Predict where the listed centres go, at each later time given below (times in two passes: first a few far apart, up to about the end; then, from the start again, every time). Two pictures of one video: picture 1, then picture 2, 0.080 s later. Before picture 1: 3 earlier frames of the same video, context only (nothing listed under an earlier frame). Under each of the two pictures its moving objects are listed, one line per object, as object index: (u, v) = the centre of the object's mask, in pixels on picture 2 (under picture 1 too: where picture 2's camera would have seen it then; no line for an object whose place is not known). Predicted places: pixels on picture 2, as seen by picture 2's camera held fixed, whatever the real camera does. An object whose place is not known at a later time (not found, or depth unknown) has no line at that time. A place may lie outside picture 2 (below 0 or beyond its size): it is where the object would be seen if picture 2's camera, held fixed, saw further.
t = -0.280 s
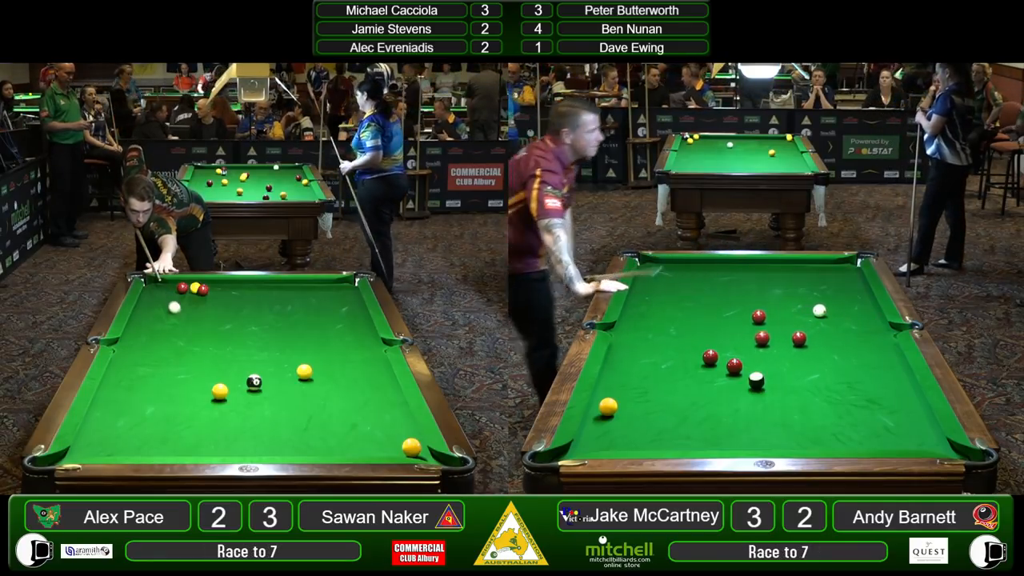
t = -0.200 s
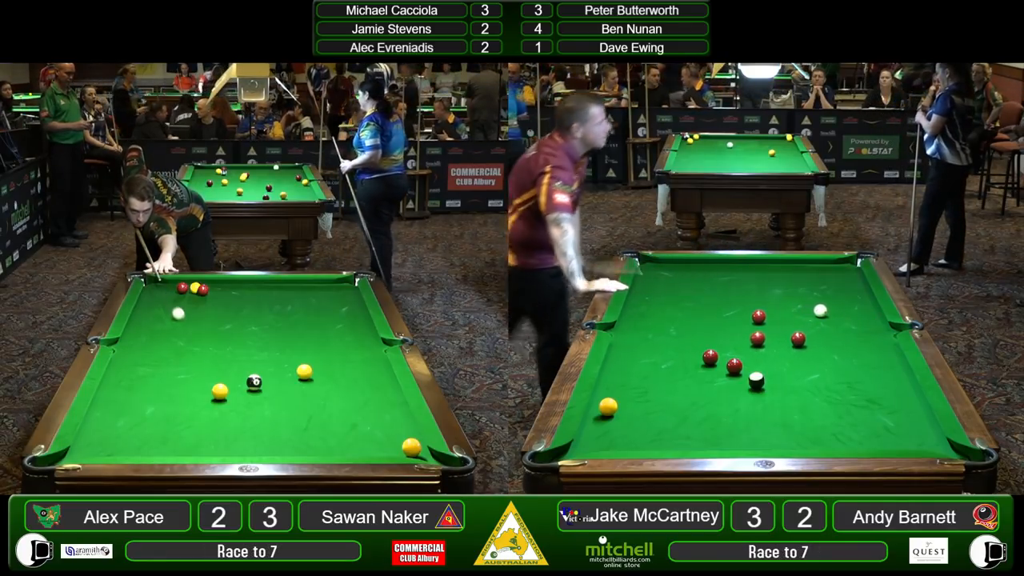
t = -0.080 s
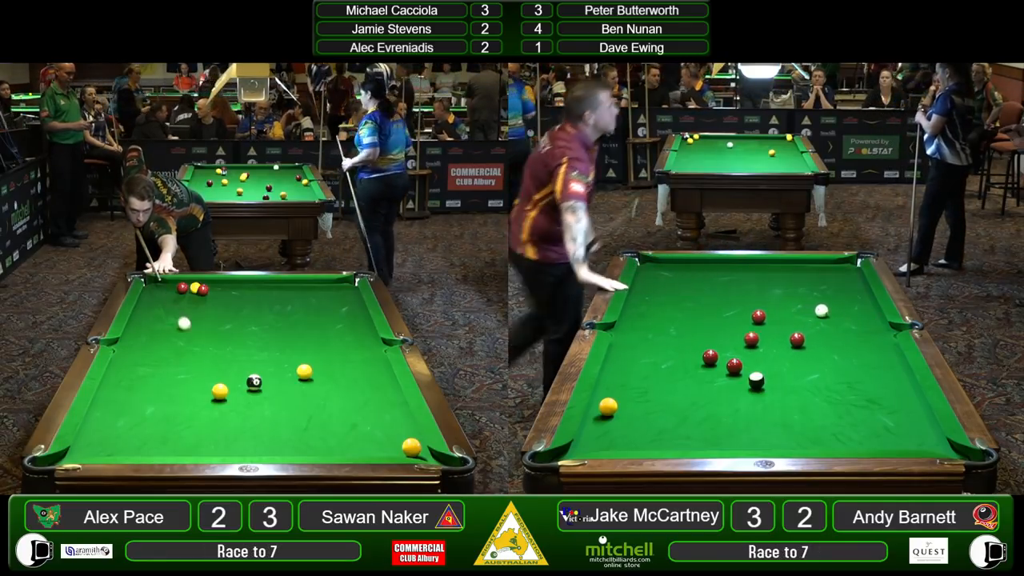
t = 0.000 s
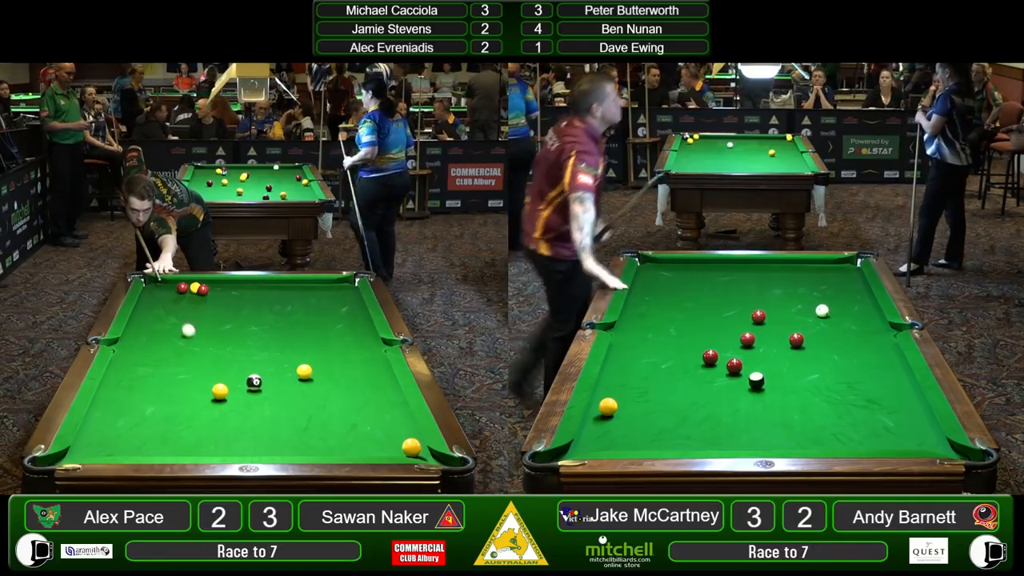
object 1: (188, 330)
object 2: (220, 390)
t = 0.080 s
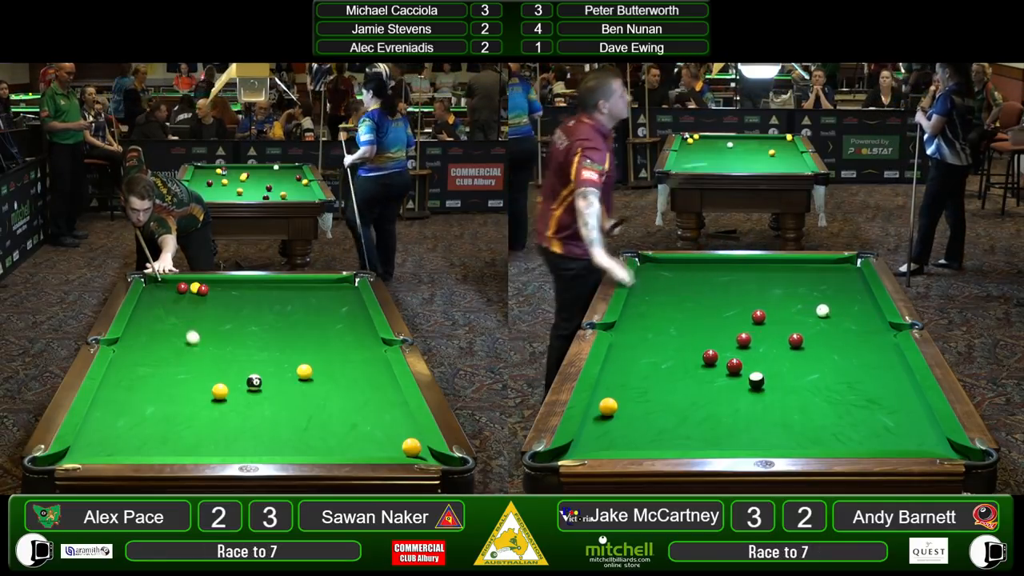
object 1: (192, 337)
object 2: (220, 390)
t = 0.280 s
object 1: (204, 357)
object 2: (220, 390)
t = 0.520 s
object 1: (220, 380)
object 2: (220, 391)
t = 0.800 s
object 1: (252, 392)
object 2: (211, 410)
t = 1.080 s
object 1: (283, 399)
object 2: (202, 431)
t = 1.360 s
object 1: (312, 405)
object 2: (193, 450)
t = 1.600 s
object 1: (336, 411)
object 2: (190, 443)
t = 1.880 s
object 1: (363, 417)
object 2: (188, 430)
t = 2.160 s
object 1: (387, 422)
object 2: (186, 420)
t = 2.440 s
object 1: (409, 427)
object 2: (185, 411)
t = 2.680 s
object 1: (403, 430)
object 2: (184, 405)
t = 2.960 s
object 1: (395, 433)
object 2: (183, 399)
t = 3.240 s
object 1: (390, 434)
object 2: (182, 395)
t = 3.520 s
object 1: (387, 435)
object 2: (181, 391)
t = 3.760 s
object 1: (386, 435)
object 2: (181, 389)
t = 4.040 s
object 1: (386, 435)
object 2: (182, 387)
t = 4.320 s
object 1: (386, 435)
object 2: (182, 386)
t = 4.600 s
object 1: (386, 435)
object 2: (182, 386)
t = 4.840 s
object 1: (386, 435)
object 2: (182, 386)
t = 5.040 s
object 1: (386, 435)
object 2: (182, 386)
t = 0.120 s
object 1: (195, 341)
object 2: (220, 390)
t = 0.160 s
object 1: (197, 345)
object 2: (220, 390)
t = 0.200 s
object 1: (199, 349)
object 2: (220, 390)
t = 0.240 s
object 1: (202, 352)
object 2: (220, 390)
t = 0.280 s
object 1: (204, 357)
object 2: (220, 390)
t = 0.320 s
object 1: (207, 361)
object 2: (220, 390)
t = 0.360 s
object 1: (209, 365)
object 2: (220, 390)
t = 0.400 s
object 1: (212, 369)
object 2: (220, 390)
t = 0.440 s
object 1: (215, 374)
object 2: (220, 391)
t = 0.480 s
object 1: (217, 377)
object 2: (220, 391)
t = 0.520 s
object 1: (220, 380)
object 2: (220, 391)
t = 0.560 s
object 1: (225, 384)
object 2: (219, 392)
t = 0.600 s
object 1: (229, 387)
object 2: (217, 395)
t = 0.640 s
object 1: (234, 387)
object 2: (216, 398)
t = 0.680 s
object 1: (238, 389)
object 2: (215, 401)
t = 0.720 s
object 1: (242, 390)
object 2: (213, 405)
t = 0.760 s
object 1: (247, 390)
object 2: (212, 407)
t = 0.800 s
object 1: (252, 392)
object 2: (211, 410)
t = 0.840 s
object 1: (256, 393)
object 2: (209, 413)
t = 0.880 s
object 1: (260, 394)
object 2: (208, 416)
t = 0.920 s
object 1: (265, 395)
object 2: (207, 419)
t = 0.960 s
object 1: (270, 396)
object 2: (206, 422)
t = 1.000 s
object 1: (274, 397)
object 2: (204, 425)
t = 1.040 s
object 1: (278, 398)
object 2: (203, 428)
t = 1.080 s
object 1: (283, 399)
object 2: (202, 431)
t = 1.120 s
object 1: (287, 399)
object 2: (200, 434)
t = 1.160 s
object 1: (291, 401)
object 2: (199, 437)
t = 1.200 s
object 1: (296, 402)
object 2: (198, 440)
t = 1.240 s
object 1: (300, 403)
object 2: (196, 444)
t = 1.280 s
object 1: (304, 403)
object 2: (195, 446)
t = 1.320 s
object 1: (308, 404)
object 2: (194, 448)
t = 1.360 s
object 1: (312, 405)
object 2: (193, 450)
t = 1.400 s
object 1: (316, 406)
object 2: (192, 451)
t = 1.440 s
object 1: (320, 407)
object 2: (191, 449)
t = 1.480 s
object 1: (325, 408)
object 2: (191, 448)
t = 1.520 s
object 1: (329, 409)
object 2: (191, 446)
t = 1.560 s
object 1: (332, 410)
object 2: (191, 445)
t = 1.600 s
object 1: (336, 411)
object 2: (190, 443)
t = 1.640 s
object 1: (340, 412)
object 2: (190, 441)
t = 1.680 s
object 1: (344, 413)
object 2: (190, 439)
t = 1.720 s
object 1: (347, 413)
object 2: (189, 437)
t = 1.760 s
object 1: (352, 414)
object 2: (189, 436)
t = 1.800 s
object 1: (355, 415)
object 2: (189, 434)
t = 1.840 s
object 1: (359, 416)
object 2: (188, 432)
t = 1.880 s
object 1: (363, 417)
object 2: (188, 430)
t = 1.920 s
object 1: (366, 418)
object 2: (188, 429)
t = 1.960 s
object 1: (370, 418)
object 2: (188, 427)
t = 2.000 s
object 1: (373, 419)
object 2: (187, 426)
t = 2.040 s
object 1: (377, 420)
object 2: (187, 424)
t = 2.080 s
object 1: (380, 421)
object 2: (187, 423)
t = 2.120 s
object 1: (383, 422)
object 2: (187, 422)
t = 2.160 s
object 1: (387, 422)
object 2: (186, 420)
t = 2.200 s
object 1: (390, 423)
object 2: (186, 419)
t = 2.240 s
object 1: (394, 424)
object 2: (186, 417)
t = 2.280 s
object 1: (397, 425)
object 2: (186, 416)
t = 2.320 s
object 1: (400, 425)
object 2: (185, 415)
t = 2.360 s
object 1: (403, 425)
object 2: (185, 414)
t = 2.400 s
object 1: (406, 426)
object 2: (185, 413)
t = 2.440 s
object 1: (409, 427)
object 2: (185, 411)
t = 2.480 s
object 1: (409, 427)
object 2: (185, 410)
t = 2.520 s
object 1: (408, 428)
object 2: (184, 409)
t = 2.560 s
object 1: (407, 429)
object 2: (184, 408)
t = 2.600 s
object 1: (405, 429)
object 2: (184, 407)
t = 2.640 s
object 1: (404, 430)
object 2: (184, 407)
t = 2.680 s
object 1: (403, 430)
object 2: (184, 405)
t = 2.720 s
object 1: (401, 430)
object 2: (183, 404)
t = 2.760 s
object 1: (400, 431)
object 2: (183, 403)
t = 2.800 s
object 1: (400, 431)
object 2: (183, 403)
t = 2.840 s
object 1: (398, 431)
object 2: (183, 402)
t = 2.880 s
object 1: (397, 432)
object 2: (183, 401)
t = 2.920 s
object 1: (396, 432)
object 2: (183, 400)
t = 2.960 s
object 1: (395, 433)
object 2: (183, 399)
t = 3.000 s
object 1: (394, 433)
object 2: (182, 398)
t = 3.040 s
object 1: (393, 433)
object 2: (182, 398)
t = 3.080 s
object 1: (393, 433)
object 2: (182, 397)
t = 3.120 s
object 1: (392, 433)
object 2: (182, 396)
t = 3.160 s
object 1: (391, 434)
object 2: (182, 396)
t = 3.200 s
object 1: (390, 434)
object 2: (182, 395)
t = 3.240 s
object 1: (390, 434)
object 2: (182, 395)
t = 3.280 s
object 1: (389, 434)
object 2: (182, 394)
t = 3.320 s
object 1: (388, 435)
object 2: (182, 393)
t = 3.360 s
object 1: (388, 435)
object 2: (182, 393)
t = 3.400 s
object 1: (388, 435)
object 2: (181, 392)
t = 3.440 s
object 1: (387, 435)
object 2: (181, 392)
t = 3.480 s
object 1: (387, 435)
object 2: (181, 391)
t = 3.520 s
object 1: (387, 435)
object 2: (181, 391)
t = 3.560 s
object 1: (386, 435)
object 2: (181, 390)
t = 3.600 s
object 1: (386, 435)
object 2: (181, 390)
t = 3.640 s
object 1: (386, 435)
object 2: (181, 390)
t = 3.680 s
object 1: (386, 435)
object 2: (181, 389)
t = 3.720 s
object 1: (386, 435)
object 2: (181, 389)
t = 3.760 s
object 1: (386, 435)
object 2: (181, 389)
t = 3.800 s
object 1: (386, 435)
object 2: (181, 388)
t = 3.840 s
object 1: (386, 435)
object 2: (181, 388)
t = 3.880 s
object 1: (386, 435)
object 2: (181, 388)
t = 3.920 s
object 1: (386, 435)
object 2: (181, 388)
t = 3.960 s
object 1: (386, 435)
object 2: (182, 387)
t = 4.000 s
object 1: (386, 435)
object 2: (182, 387)
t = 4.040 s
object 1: (386, 435)
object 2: (182, 387)
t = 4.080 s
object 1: (386, 435)
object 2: (182, 387)
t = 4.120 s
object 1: (386, 435)
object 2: (182, 387)
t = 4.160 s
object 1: (386, 435)
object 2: (182, 387)
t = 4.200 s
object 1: (386, 435)
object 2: (182, 386)
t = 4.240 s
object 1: (386, 435)
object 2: (182, 386)
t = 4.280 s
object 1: (386, 435)
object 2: (182, 386)
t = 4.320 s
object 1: (386, 435)
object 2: (182, 386)
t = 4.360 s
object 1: (386, 435)
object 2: (182, 386)
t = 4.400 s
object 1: (386, 435)
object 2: (182, 386)
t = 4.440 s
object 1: (386, 435)
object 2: (182, 386)
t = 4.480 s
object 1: (386, 435)
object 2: (182, 386)
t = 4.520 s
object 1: (386, 435)
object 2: (182, 386)
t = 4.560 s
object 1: (386, 435)
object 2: (182, 386)
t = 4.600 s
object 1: (386, 435)
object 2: (182, 386)
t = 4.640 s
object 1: (386, 435)
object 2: (182, 386)
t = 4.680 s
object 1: (386, 435)
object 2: (182, 386)
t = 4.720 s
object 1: (386, 435)
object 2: (182, 386)
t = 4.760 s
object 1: (386, 435)
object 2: (182, 386)
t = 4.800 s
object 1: (386, 435)
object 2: (182, 386)
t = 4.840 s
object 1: (386, 435)
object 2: (182, 386)
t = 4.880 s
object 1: (386, 435)
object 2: (182, 386)
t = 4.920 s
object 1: (386, 435)
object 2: (182, 386)
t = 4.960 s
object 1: (386, 435)
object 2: (182, 386)
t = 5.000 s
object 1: (386, 436)
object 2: (182, 386)
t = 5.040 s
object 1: (386, 435)
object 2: (182, 386)
